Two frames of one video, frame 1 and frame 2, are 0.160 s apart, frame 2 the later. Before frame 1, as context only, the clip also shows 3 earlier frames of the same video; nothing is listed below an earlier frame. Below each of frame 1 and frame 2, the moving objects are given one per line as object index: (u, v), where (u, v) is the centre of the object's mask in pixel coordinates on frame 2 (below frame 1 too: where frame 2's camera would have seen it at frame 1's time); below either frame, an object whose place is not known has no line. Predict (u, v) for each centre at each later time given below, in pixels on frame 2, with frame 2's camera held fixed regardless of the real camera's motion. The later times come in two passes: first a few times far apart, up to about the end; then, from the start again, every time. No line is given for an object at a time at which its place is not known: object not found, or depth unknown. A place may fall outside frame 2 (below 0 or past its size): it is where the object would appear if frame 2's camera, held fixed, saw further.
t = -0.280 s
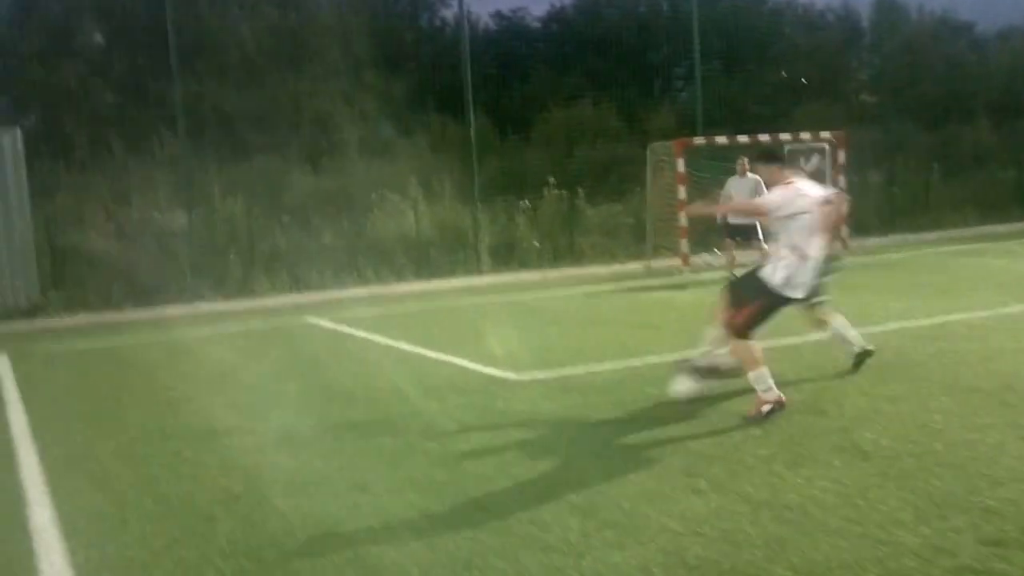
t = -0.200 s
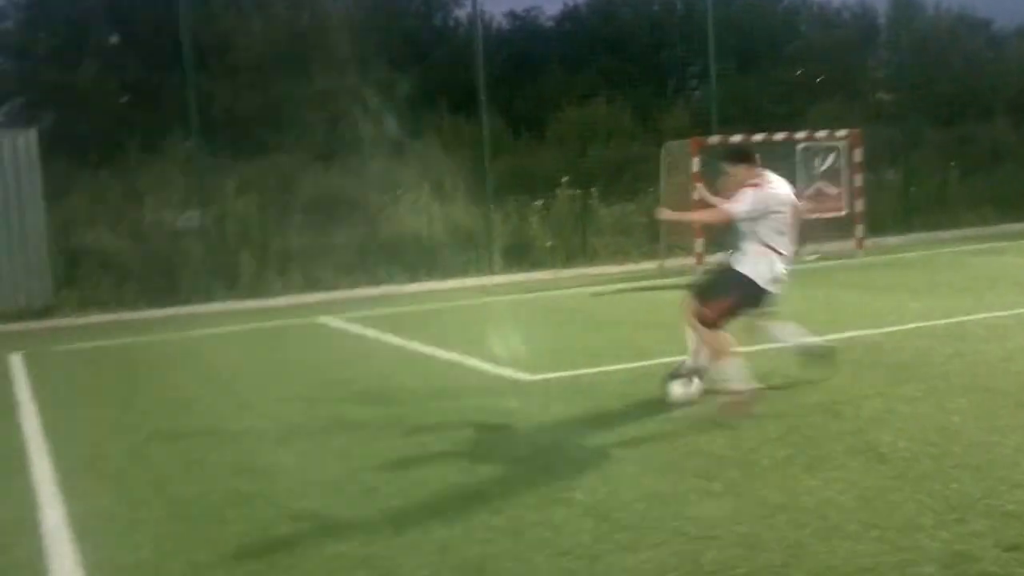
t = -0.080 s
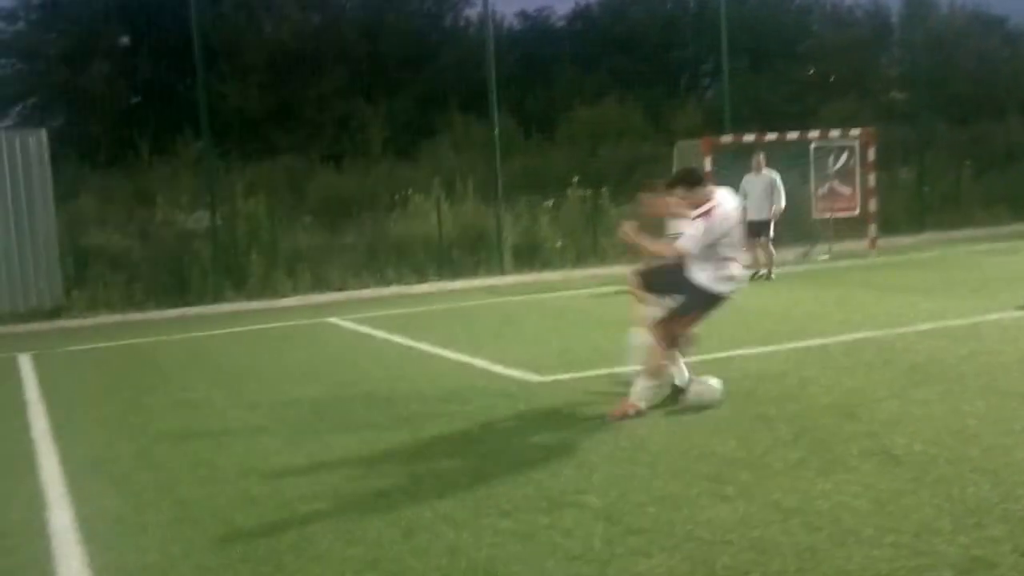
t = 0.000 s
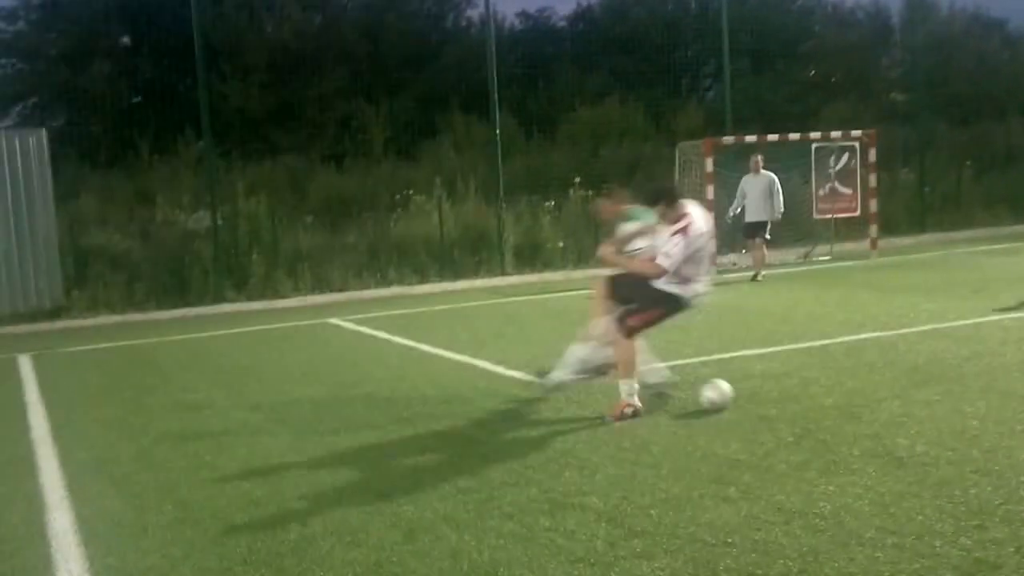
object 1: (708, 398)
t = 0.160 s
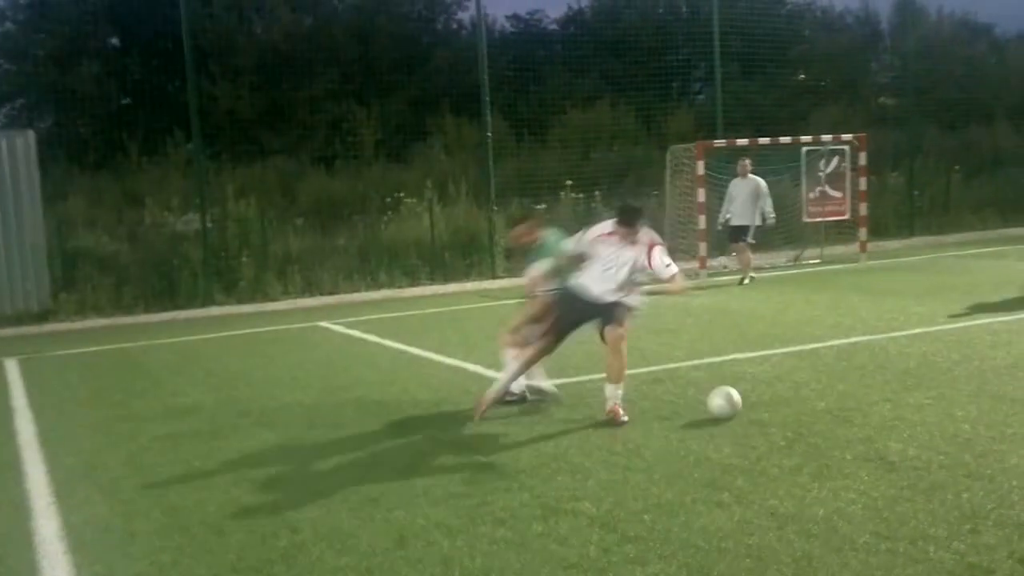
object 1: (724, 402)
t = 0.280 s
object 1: (739, 403)
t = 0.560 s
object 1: (764, 411)
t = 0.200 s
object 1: (728, 403)
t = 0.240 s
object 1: (733, 403)
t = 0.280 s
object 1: (739, 403)
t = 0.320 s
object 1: (742, 405)
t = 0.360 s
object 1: (747, 407)
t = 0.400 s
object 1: (751, 408)
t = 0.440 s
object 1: (755, 408)
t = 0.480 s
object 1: (758, 409)
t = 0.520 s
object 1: (761, 411)
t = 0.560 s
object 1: (764, 411)
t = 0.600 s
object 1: (768, 412)
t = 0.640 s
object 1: (771, 413)
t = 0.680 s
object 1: (775, 414)
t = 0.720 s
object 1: (777, 415)
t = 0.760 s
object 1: (780, 415)
